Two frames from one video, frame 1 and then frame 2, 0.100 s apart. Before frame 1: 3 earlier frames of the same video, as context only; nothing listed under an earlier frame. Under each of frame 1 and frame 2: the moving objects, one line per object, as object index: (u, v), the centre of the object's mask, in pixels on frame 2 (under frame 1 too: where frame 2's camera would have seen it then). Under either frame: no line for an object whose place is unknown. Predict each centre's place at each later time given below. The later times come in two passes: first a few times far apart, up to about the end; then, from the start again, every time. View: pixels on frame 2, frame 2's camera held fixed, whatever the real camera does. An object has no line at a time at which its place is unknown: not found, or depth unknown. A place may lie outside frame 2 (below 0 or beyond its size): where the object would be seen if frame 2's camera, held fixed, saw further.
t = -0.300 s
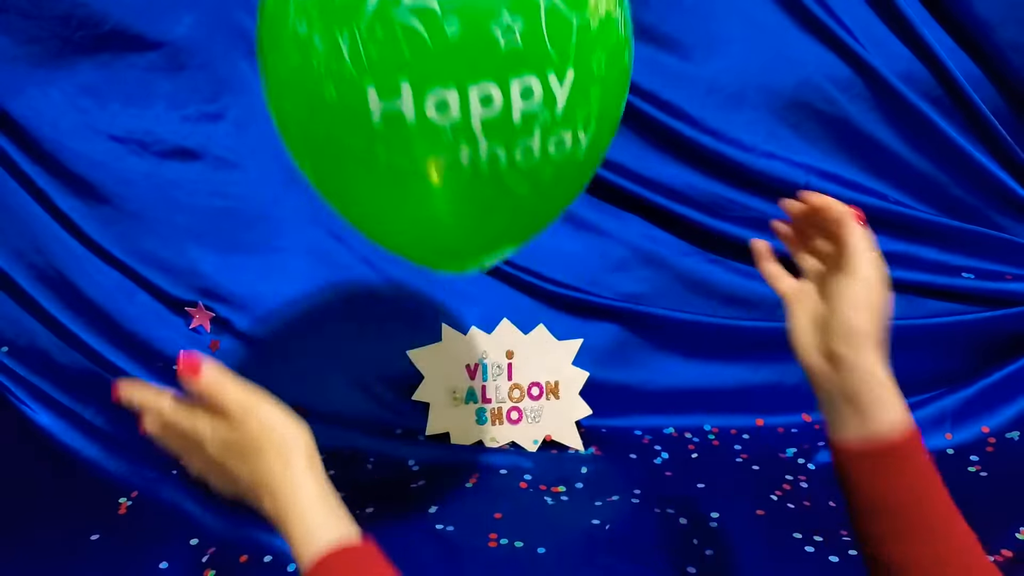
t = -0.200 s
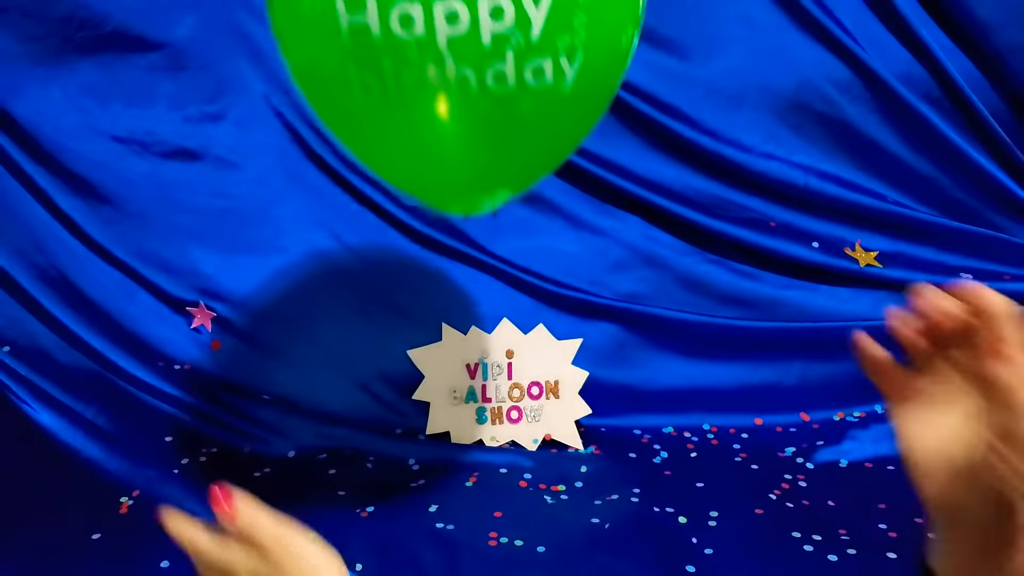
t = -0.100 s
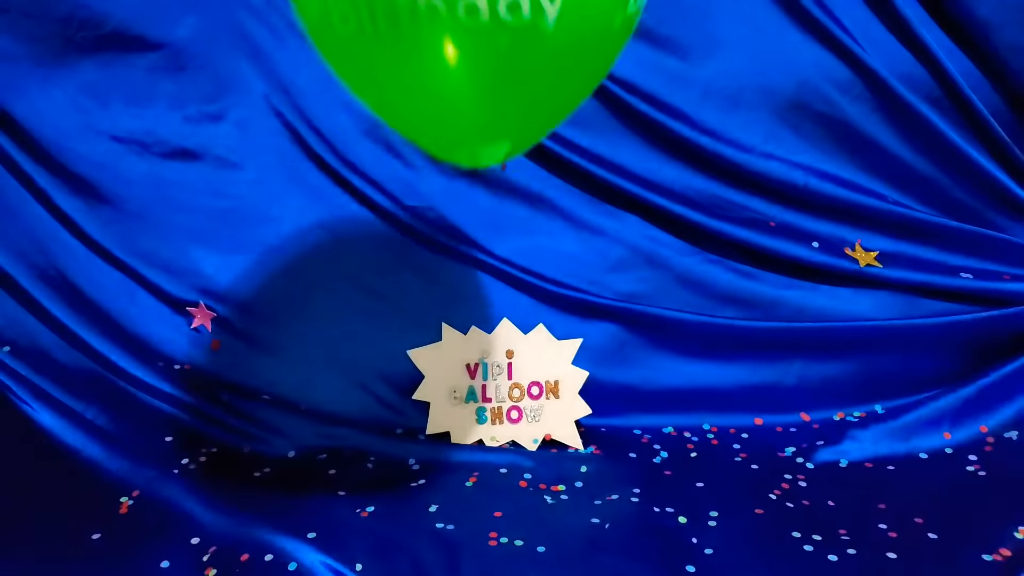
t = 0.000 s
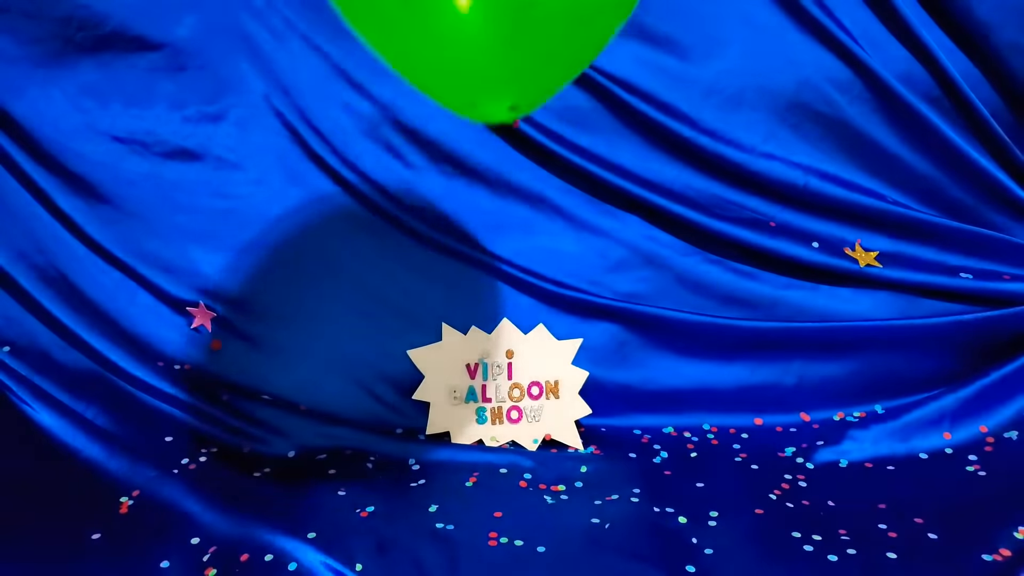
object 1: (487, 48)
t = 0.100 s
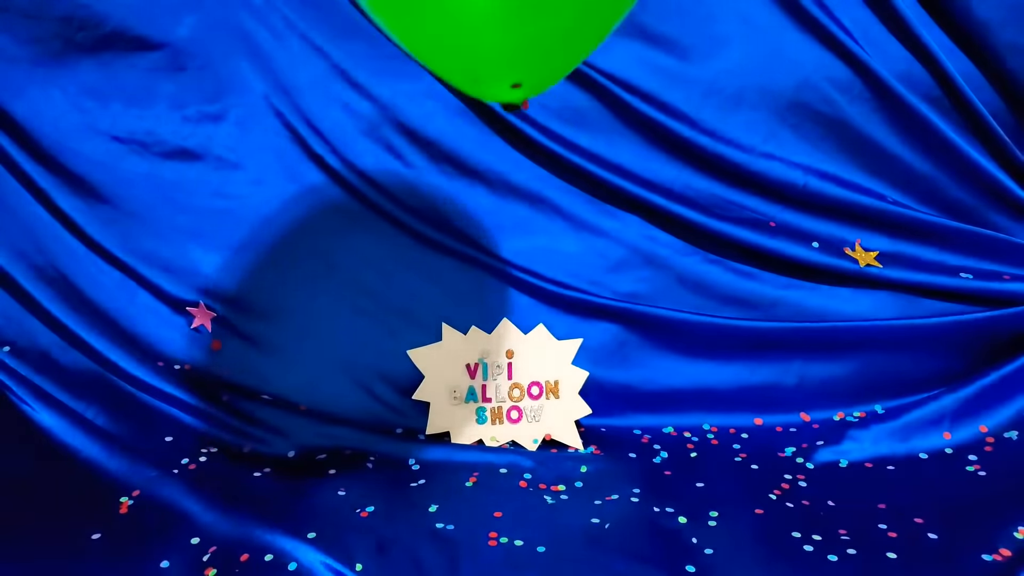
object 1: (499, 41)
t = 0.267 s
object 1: (521, 39)
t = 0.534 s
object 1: (550, 62)
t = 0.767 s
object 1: (579, 112)
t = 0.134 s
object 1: (504, 39)
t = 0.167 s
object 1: (508, 38)
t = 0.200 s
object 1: (512, 38)
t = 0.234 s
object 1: (516, 38)
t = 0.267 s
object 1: (521, 39)
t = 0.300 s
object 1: (524, 40)
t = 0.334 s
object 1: (528, 41)
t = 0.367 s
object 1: (531, 44)
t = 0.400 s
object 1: (535, 46)
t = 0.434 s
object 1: (539, 49)
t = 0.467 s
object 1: (542, 53)
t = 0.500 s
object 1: (546, 57)
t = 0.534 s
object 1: (550, 62)
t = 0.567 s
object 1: (554, 67)
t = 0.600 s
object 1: (558, 73)
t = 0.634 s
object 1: (562, 80)
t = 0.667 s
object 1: (566, 87)
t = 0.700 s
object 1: (570, 94)
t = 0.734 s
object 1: (574, 103)
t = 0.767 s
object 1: (579, 112)
